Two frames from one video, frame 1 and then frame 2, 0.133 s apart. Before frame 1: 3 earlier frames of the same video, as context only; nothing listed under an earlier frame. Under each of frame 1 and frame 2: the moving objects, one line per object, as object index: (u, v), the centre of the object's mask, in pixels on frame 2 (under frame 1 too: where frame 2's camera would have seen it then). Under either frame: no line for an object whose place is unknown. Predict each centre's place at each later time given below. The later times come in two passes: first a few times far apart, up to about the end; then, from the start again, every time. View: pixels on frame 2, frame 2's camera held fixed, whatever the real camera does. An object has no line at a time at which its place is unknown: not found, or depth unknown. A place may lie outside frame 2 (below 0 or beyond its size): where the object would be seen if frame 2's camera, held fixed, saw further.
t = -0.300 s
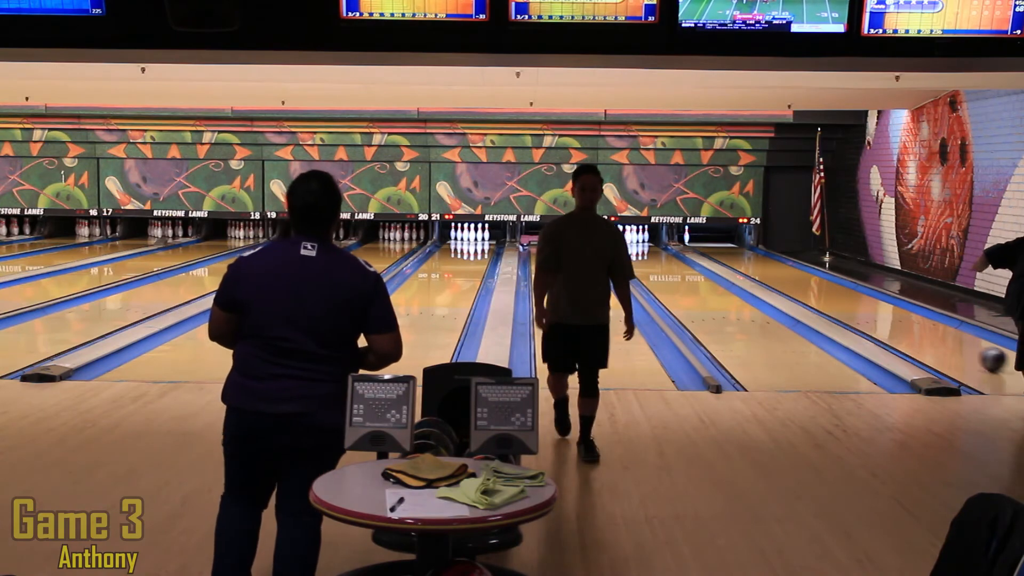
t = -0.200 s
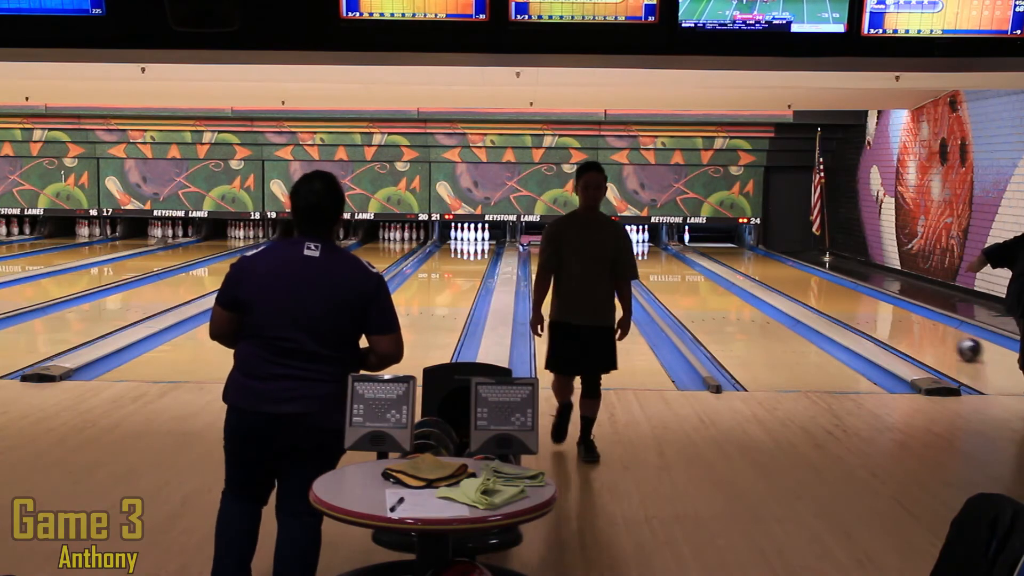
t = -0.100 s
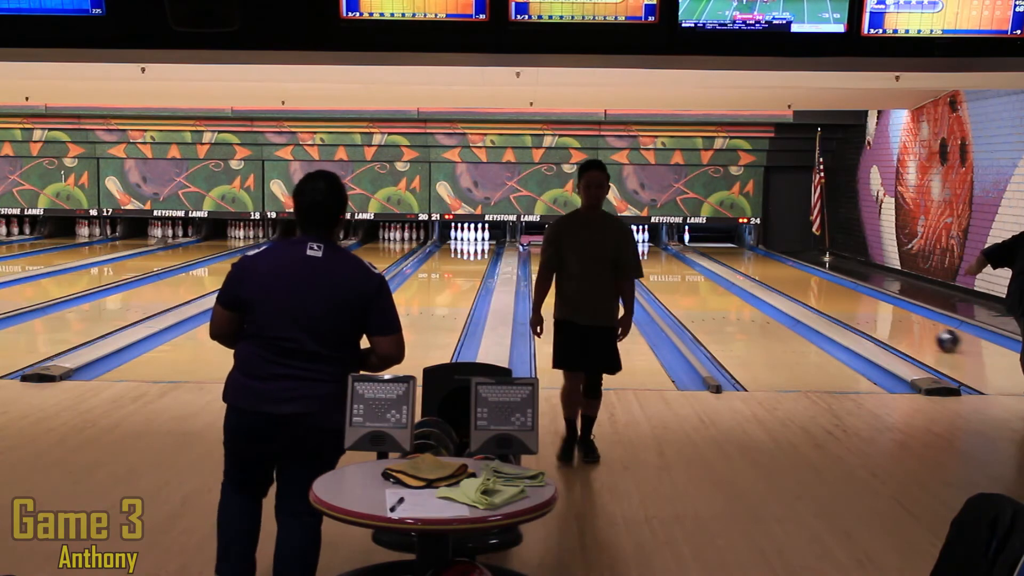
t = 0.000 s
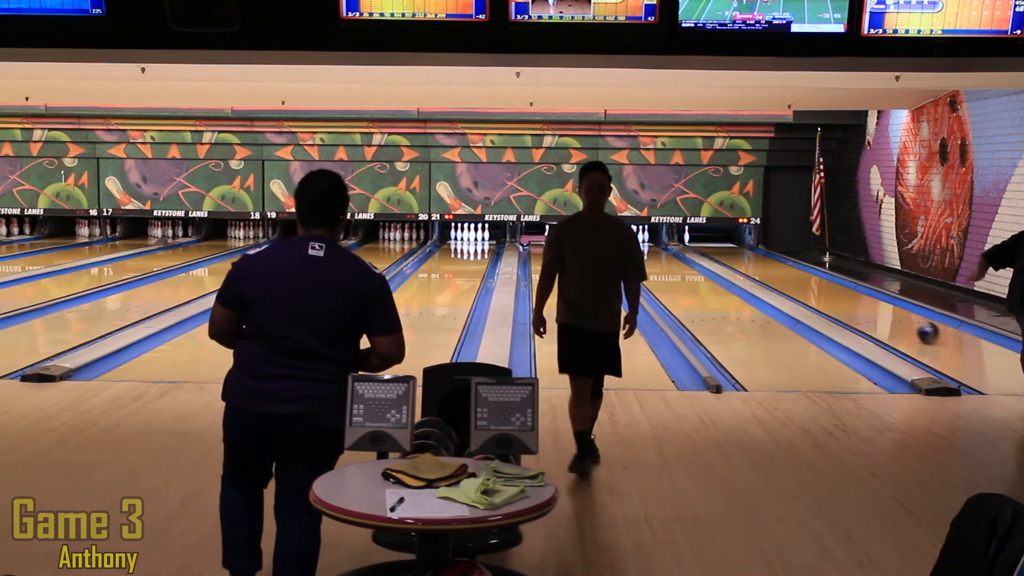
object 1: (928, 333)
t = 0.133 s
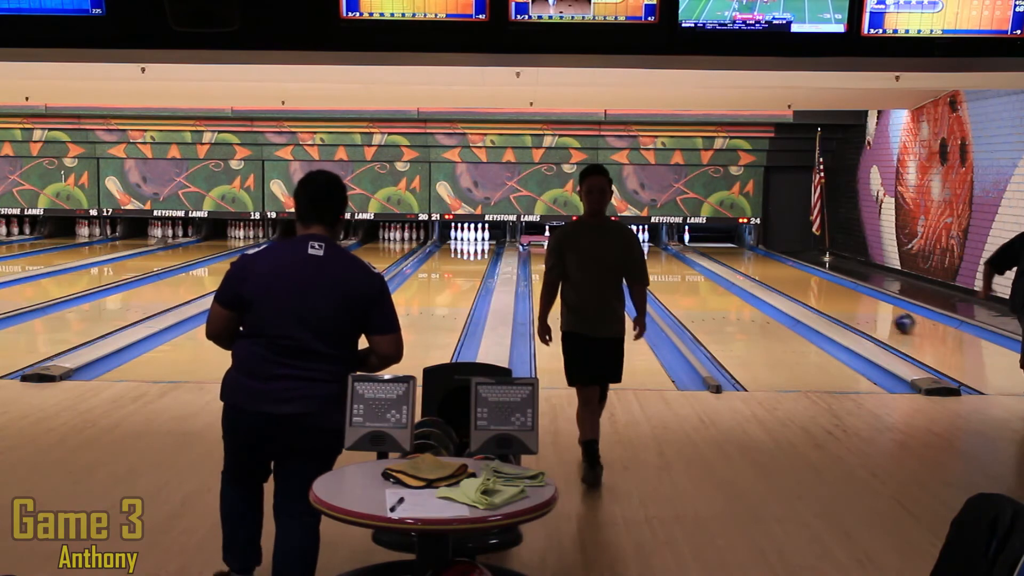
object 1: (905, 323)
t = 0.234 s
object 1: (889, 317)
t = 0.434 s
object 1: (860, 306)
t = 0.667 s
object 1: (832, 295)
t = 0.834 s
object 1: (815, 289)
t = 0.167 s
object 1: (899, 321)
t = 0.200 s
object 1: (894, 319)
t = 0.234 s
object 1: (889, 317)
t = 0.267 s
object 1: (883, 315)
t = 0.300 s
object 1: (878, 313)
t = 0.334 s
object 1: (874, 311)
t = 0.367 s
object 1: (869, 310)
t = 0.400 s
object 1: (865, 308)
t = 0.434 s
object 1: (860, 306)
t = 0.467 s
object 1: (856, 305)
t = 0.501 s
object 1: (852, 303)
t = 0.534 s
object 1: (848, 301)
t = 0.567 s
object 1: (844, 299)
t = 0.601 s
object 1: (840, 298)
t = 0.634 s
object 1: (836, 297)
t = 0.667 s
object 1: (832, 295)
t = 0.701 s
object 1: (829, 294)
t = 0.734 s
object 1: (825, 293)
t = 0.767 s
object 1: (822, 291)
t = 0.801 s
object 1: (818, 290)
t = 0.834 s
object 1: (815, 289)
